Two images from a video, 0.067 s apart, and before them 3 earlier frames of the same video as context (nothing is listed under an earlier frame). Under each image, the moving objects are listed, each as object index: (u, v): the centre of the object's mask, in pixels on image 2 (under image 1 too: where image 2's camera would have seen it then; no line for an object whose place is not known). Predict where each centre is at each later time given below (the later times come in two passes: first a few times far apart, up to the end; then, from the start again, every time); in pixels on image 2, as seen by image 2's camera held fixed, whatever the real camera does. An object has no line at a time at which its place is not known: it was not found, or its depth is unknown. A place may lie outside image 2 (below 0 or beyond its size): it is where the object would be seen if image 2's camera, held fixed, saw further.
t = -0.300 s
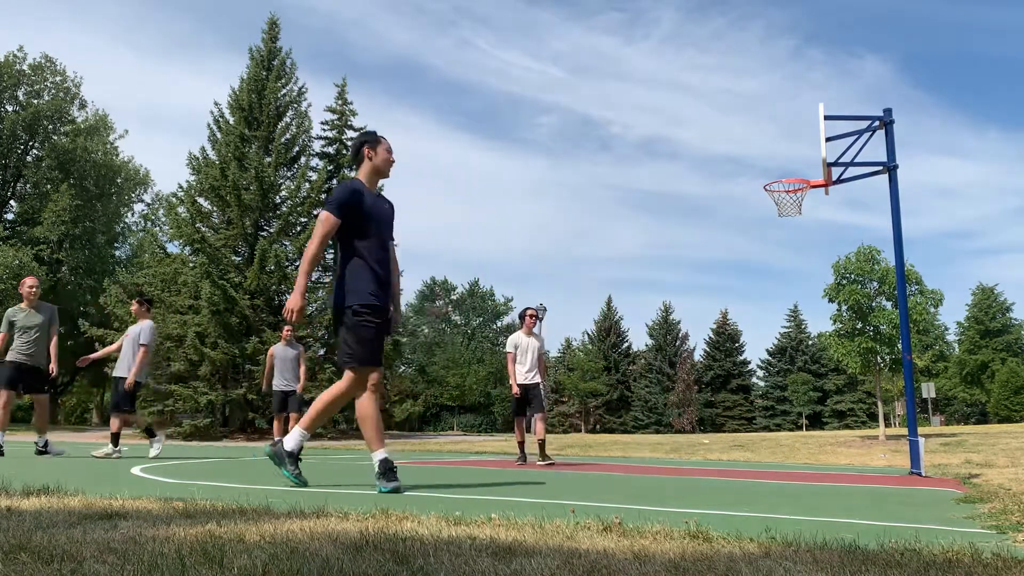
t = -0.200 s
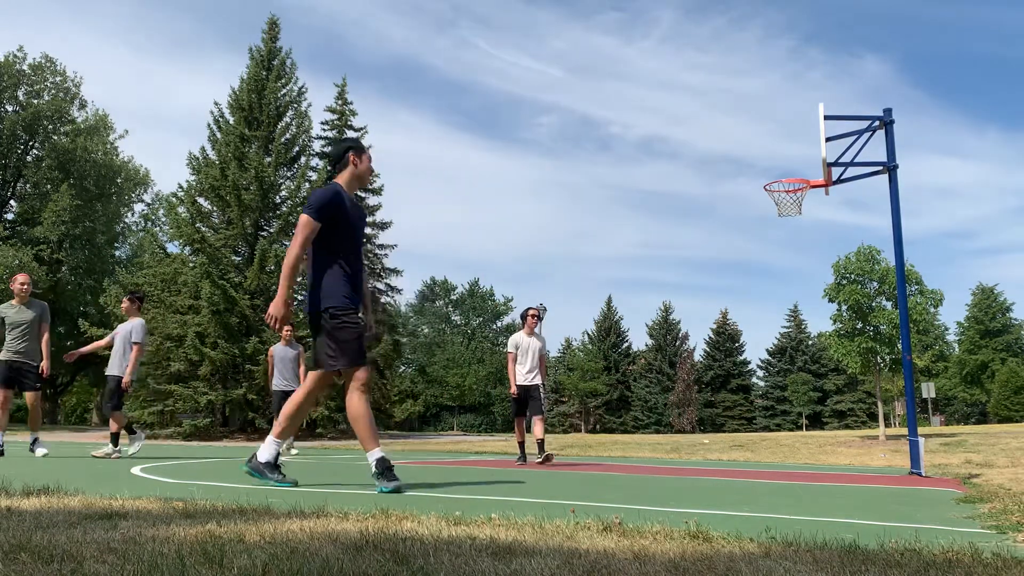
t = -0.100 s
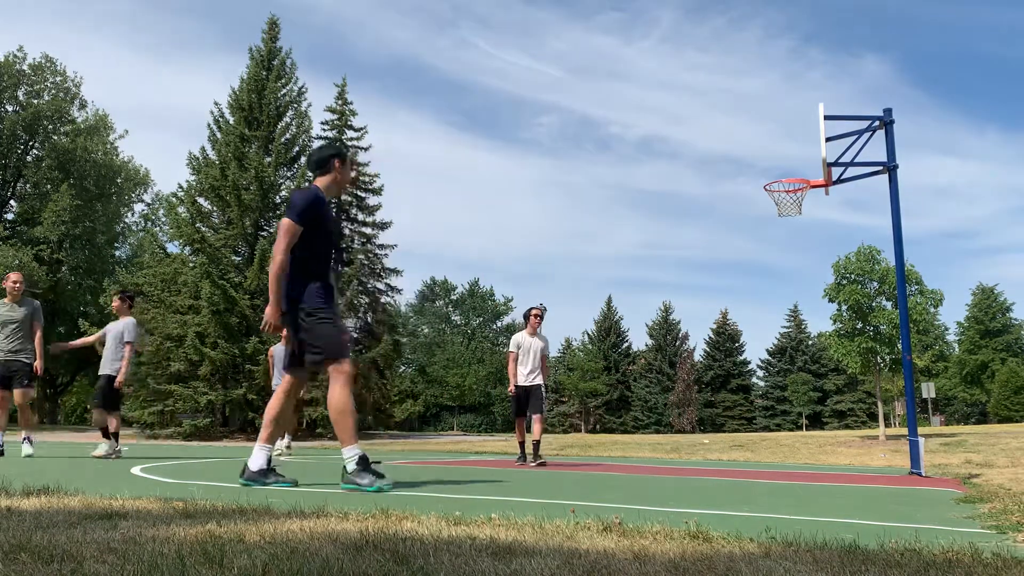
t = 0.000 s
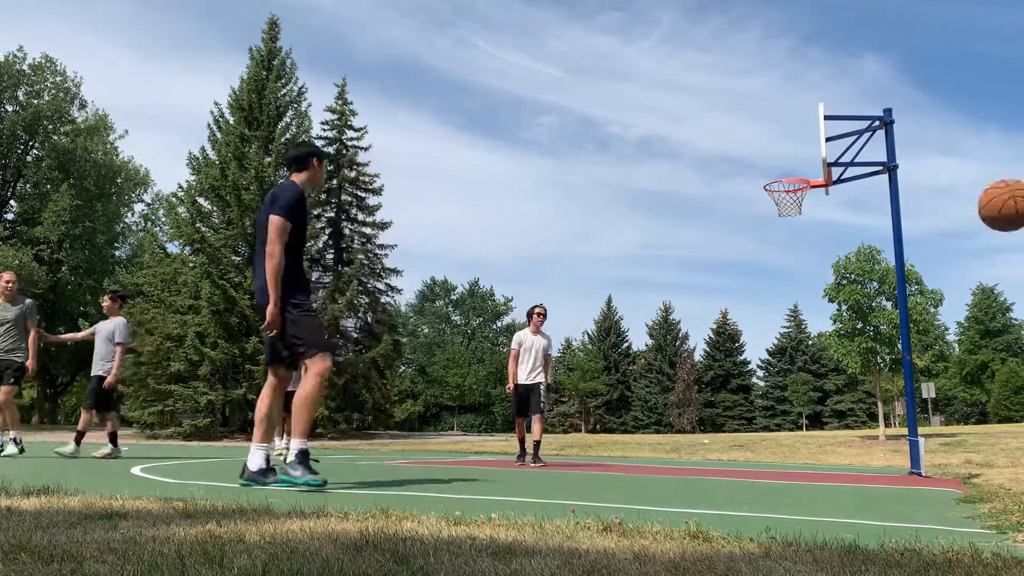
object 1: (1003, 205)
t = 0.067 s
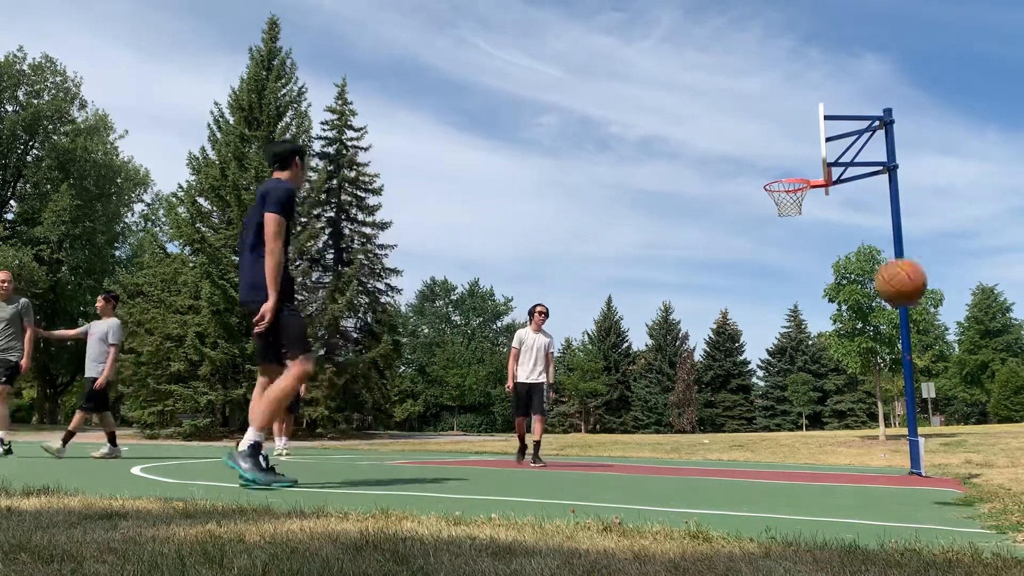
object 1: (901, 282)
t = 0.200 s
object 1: (729, 434)
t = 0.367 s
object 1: (606, 363)
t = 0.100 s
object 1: (854, 320)
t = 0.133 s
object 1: (809, 358)
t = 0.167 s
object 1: (768, 396)
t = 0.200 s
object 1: (729, 434)
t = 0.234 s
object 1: (693, 472)
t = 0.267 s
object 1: (669, 446)
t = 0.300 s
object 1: (647, 416)
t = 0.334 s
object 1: (625, 390)
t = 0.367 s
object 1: (606, 363)
